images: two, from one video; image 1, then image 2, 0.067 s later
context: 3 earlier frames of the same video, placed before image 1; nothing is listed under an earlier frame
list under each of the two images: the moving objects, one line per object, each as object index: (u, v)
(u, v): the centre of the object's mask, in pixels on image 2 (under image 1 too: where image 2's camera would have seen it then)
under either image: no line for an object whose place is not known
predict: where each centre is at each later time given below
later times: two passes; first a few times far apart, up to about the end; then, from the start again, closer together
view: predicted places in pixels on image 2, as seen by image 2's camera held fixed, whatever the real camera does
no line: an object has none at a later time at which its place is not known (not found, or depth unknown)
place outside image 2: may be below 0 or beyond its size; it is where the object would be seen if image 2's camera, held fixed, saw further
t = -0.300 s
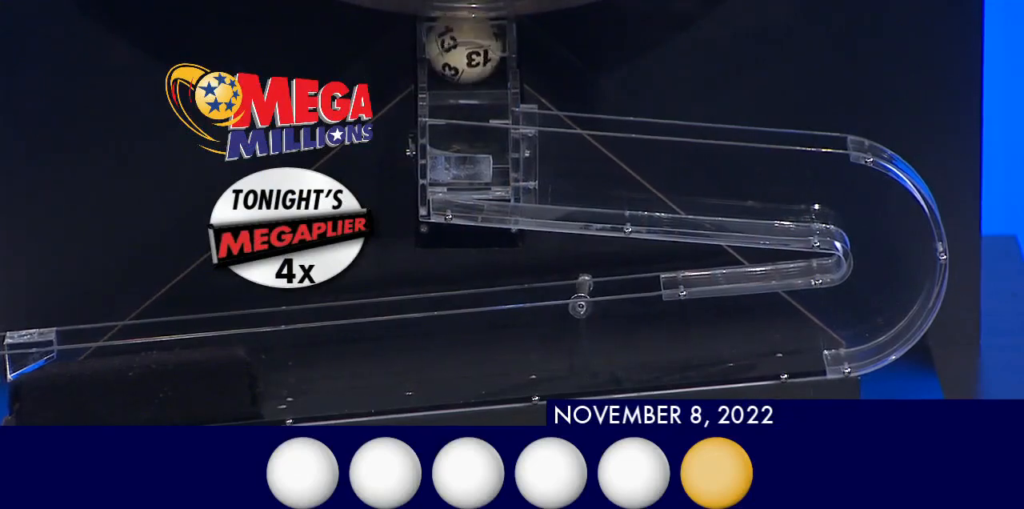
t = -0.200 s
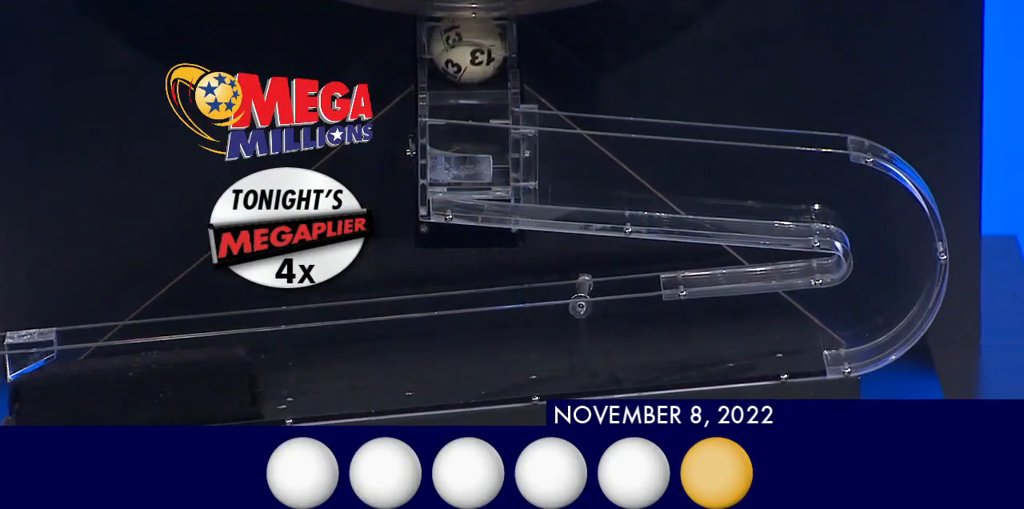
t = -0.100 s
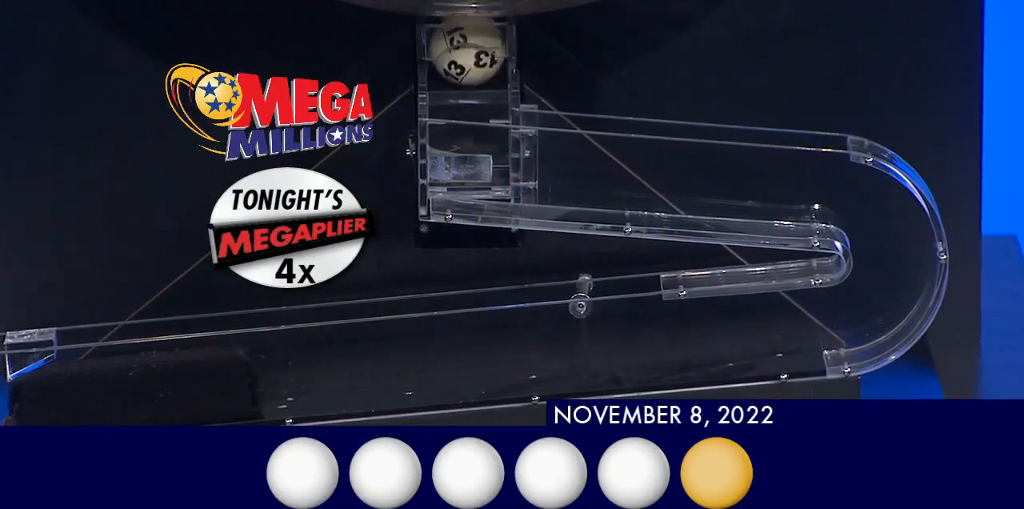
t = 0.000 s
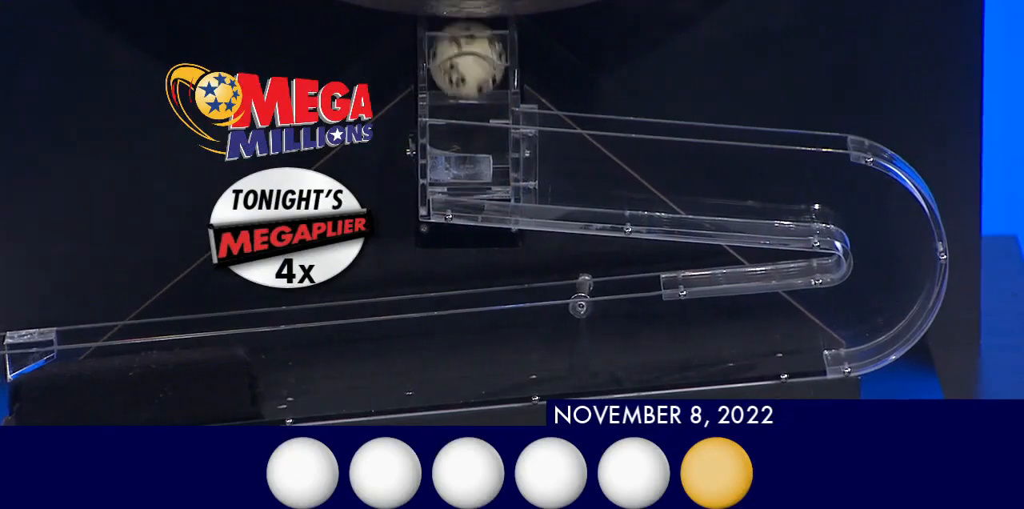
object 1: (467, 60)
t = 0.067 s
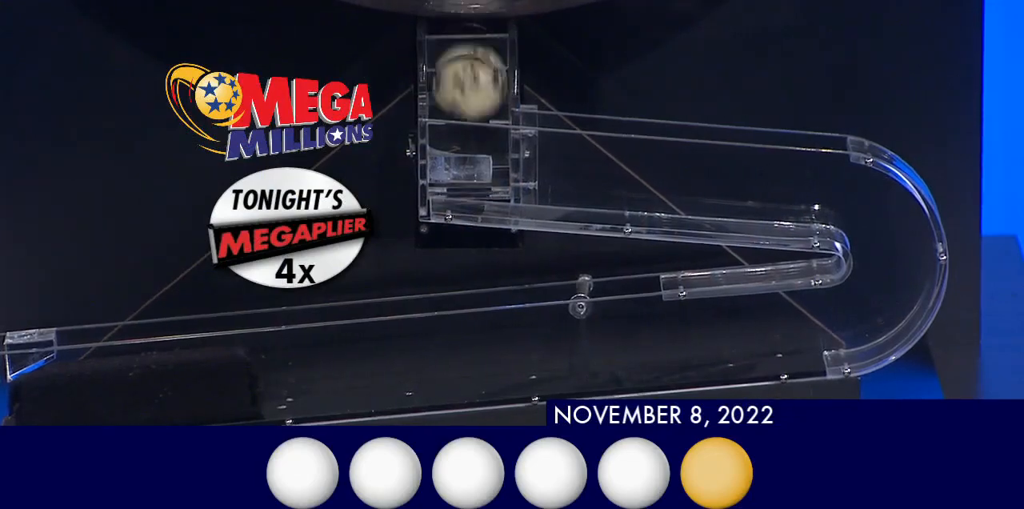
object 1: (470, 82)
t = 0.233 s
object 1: (474, 149)
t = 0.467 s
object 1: (658, 180)
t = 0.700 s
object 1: (865, 204)
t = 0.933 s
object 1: (618, 340)
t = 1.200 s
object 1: (305, 346)
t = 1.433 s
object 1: (329, 353)
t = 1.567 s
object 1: (317, 365)
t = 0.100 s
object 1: (470, 110)
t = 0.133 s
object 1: (470, 119)
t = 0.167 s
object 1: (470, 123)
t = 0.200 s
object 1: (471, 129)
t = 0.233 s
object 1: (474, 149)
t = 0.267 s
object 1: (475, 163)
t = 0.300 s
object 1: (521, 167)
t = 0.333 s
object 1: (533, 172)
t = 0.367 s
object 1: (561, 174)
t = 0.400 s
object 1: (601, 177)
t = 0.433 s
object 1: (630, 179)
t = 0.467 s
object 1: (658, 180)
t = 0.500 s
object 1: (673, 181)
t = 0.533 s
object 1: (718, 185)
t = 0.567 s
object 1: (734, 186)
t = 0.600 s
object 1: (782, 189)
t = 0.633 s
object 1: (799, 190)
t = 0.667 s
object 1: (850, 196)
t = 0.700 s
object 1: (865, 204)
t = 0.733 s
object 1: (894, 255)
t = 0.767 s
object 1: (889, 281)
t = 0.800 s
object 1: (847, 315)
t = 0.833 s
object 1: (792, 325)
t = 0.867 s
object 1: (741, 330)
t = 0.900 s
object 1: (666, 336)
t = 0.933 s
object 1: (618, 340)
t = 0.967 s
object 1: (595, 342)
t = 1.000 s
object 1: (545, 344)
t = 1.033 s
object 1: (495, 350)
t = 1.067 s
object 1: (416, 357)
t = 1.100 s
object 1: (363, 362)
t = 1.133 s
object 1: (337, 365)
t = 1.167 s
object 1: (289, 366)
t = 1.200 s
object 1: (305, 346)
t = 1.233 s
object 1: (318, 350)
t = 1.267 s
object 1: (325, 358)
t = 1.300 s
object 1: (329, 349)
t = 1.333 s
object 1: (330, 350)
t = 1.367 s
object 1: (330, 365)
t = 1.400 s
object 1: (330, 357)
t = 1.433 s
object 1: (329, 353)
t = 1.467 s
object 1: (329, 358)
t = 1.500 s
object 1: (323, 353)
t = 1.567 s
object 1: (317, 365)
